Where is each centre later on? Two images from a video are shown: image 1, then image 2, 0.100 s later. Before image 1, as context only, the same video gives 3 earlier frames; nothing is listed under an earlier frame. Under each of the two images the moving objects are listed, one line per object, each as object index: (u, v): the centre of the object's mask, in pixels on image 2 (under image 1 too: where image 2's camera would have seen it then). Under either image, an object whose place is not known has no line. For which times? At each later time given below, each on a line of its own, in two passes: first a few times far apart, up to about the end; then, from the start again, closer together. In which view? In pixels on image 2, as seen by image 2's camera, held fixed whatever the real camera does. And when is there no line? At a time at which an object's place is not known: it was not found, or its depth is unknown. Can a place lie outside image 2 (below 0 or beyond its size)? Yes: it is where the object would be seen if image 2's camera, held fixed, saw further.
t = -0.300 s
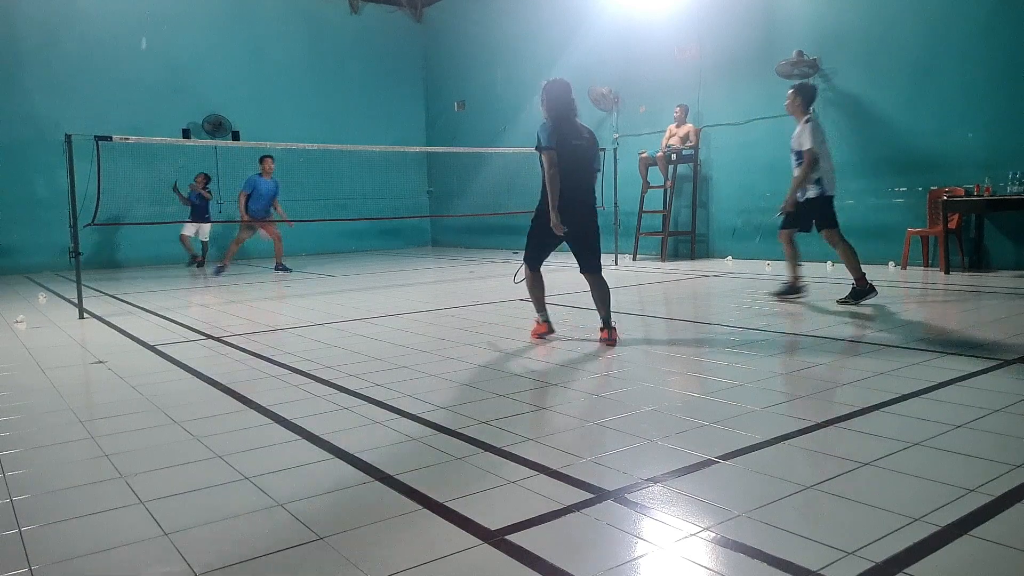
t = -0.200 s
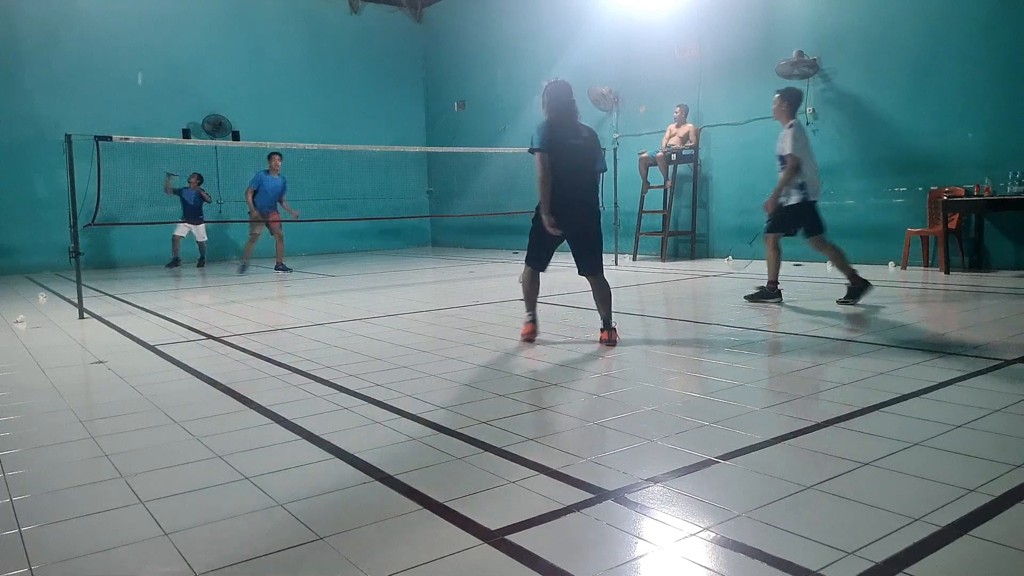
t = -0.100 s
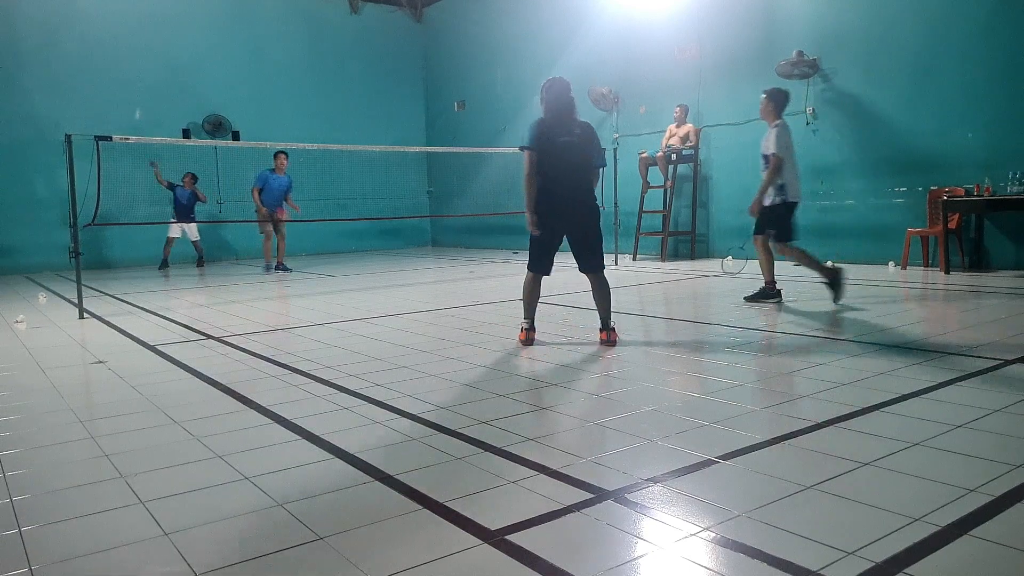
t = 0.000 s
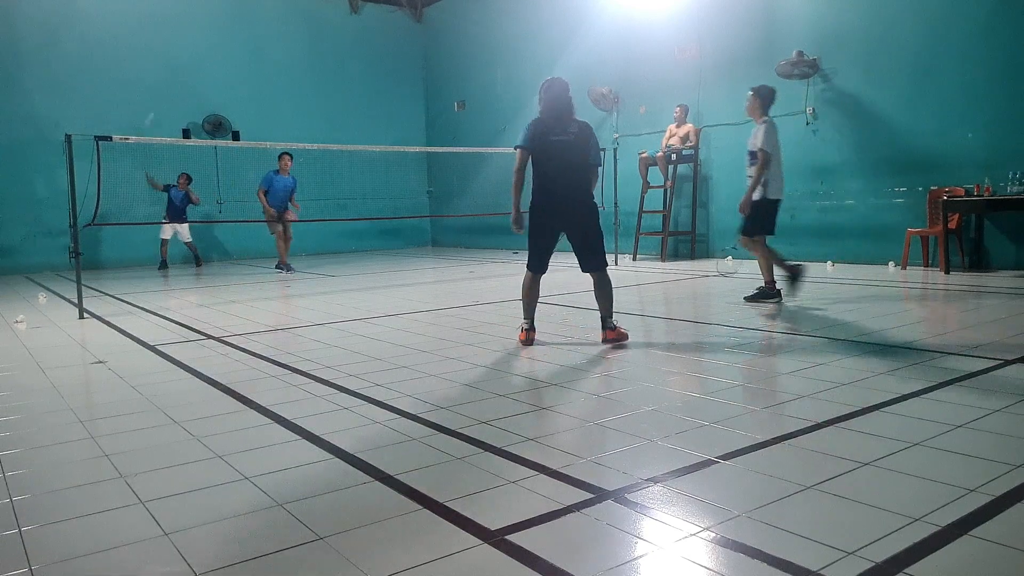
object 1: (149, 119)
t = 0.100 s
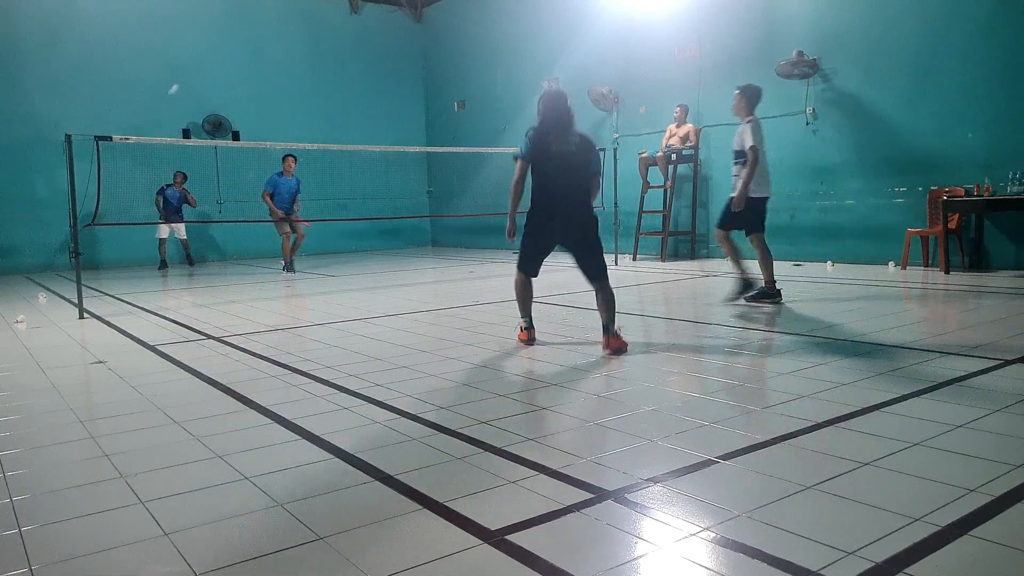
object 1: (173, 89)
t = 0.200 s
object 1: (195, 70)
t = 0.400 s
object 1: (235, 60)
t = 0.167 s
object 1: (188, 75)
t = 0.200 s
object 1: (195, 70)
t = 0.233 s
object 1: (202, 66)
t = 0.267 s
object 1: (209, 63)
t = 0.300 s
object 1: (215, 60)
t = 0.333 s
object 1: (222, 59)
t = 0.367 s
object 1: (228, 59)
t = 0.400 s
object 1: (235, 60)
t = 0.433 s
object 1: (242, 62)
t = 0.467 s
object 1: (248, 66)
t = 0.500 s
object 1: (255, 70)
